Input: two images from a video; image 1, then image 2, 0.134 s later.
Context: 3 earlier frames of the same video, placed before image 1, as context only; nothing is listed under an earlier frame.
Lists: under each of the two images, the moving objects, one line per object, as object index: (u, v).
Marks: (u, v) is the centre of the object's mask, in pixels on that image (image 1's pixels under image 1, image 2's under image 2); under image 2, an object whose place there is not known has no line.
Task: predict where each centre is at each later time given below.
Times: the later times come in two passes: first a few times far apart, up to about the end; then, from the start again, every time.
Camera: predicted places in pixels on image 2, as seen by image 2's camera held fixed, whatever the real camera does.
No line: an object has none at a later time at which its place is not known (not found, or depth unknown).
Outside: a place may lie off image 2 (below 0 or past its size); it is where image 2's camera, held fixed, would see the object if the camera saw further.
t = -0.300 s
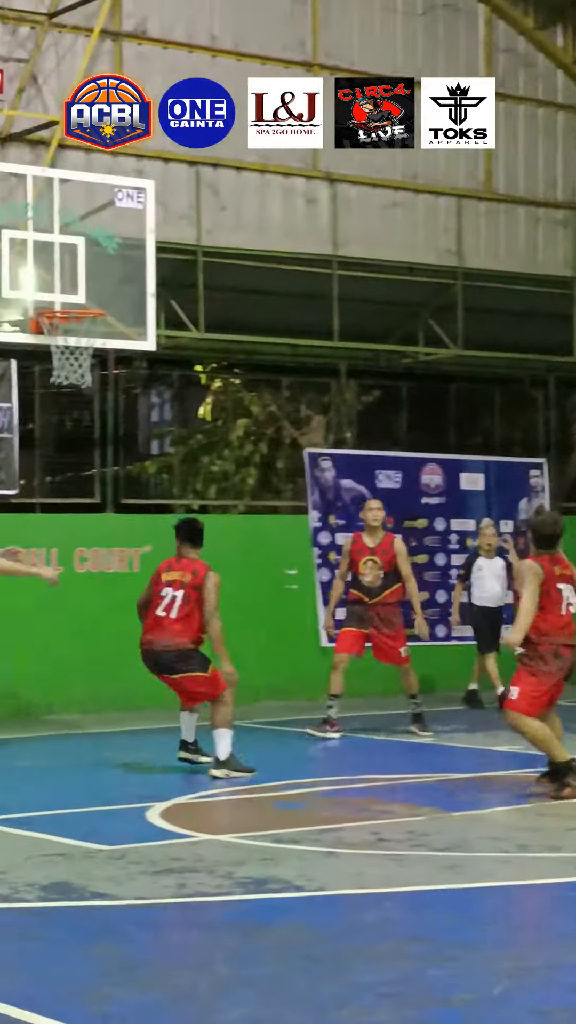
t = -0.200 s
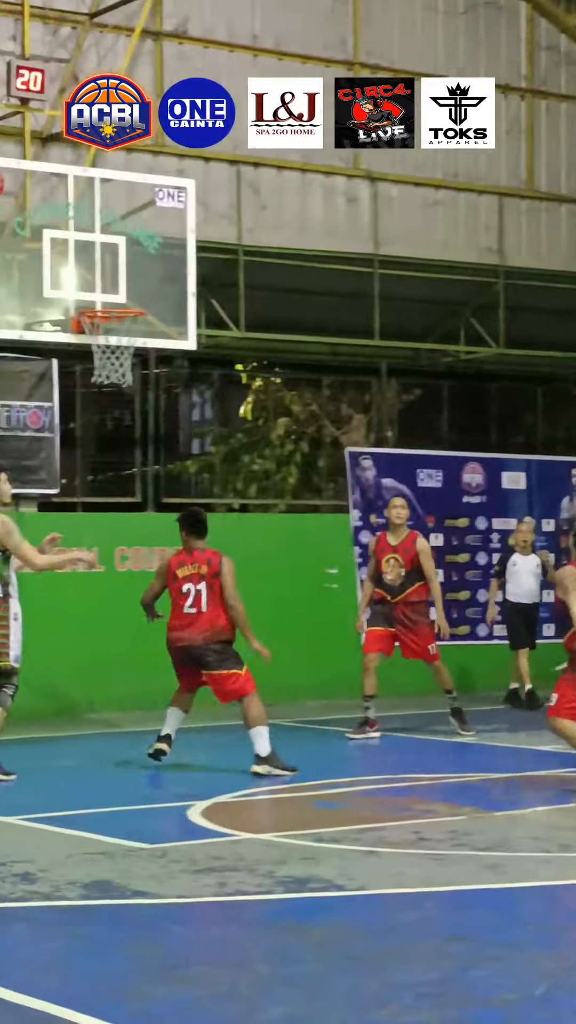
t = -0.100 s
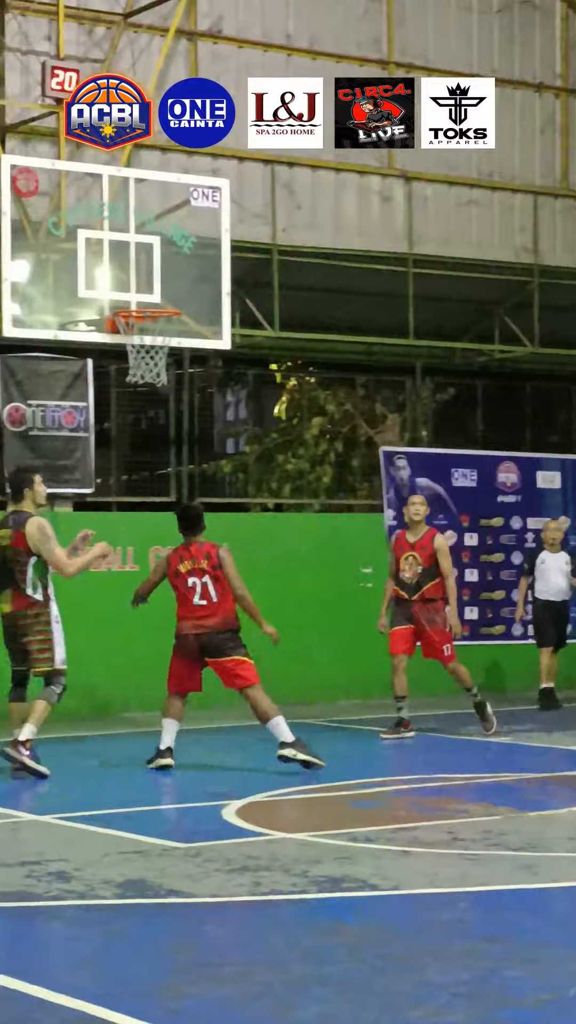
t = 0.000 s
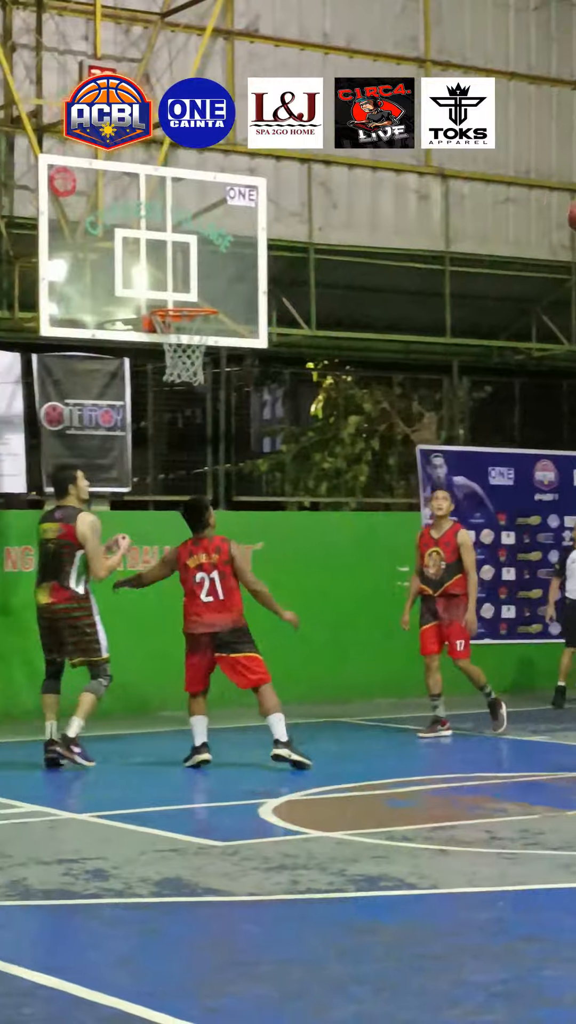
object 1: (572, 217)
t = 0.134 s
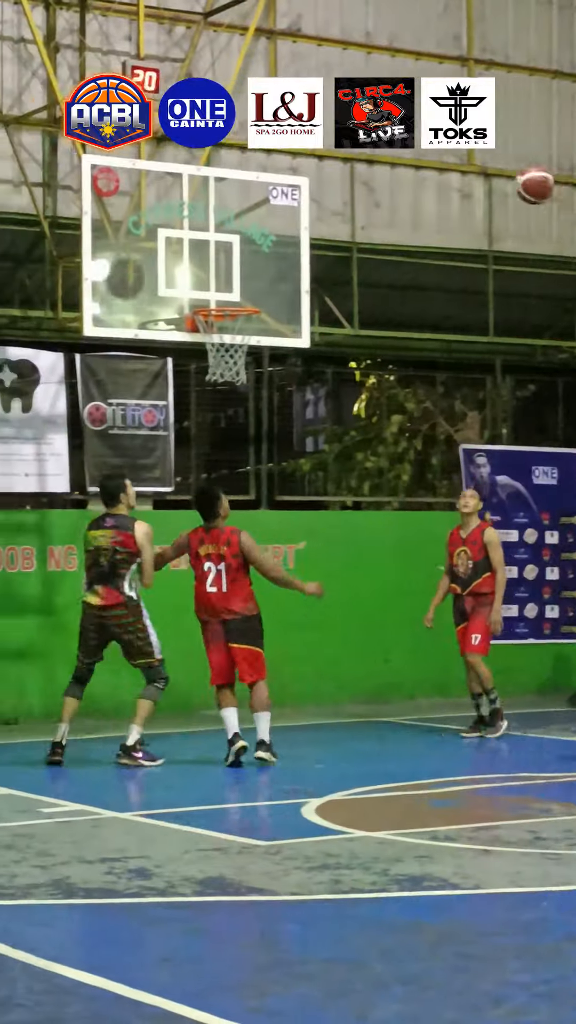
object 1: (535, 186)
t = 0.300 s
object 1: (424, 188)
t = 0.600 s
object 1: (246, 292)
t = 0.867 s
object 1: (193, 275)
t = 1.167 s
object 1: (229, 282)
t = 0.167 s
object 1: (511, 183)
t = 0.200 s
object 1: (489, 182)
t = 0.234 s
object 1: (467, 182)
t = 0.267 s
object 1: (445, 184)
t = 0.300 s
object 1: (424, 188)
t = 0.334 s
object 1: (403, 194)
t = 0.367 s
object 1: (381, 201)
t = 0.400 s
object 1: (361, 209)
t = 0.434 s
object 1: (340, 219)
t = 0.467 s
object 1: (322, 231)
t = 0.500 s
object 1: (302, 245)
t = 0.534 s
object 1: (283, 259)
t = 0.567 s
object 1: (264, 275)
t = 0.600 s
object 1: (246, 292)
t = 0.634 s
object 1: (236, 294)
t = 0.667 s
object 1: (224, 293)
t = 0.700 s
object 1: (214, 294)
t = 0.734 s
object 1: (204, 298)
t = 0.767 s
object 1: (201, 291)
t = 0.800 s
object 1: (199, 285)
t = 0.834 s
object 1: (197, 279)
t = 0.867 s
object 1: (193, 275)
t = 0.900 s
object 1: (197, 271)
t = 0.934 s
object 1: (201, 266)
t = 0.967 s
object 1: (206, 263)
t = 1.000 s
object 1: (209, 262)
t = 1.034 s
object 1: (213, 263)
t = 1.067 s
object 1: (217, 266)
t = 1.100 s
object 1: (222, 269)
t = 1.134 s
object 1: (226, 274)
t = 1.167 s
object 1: (229, 282)
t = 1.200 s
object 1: (234, 290)
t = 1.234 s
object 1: (238, 297)
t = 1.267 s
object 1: (235, 306)
